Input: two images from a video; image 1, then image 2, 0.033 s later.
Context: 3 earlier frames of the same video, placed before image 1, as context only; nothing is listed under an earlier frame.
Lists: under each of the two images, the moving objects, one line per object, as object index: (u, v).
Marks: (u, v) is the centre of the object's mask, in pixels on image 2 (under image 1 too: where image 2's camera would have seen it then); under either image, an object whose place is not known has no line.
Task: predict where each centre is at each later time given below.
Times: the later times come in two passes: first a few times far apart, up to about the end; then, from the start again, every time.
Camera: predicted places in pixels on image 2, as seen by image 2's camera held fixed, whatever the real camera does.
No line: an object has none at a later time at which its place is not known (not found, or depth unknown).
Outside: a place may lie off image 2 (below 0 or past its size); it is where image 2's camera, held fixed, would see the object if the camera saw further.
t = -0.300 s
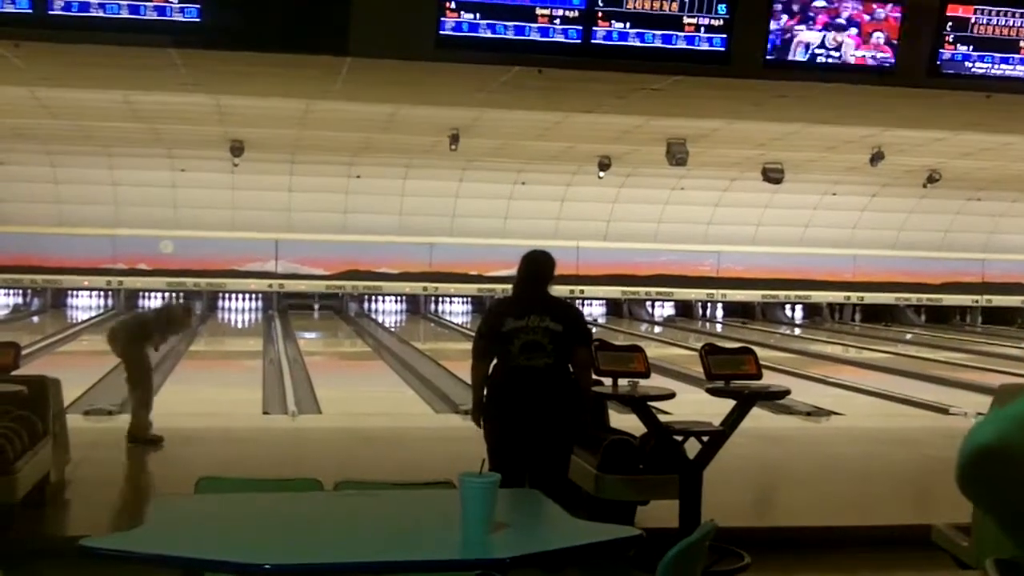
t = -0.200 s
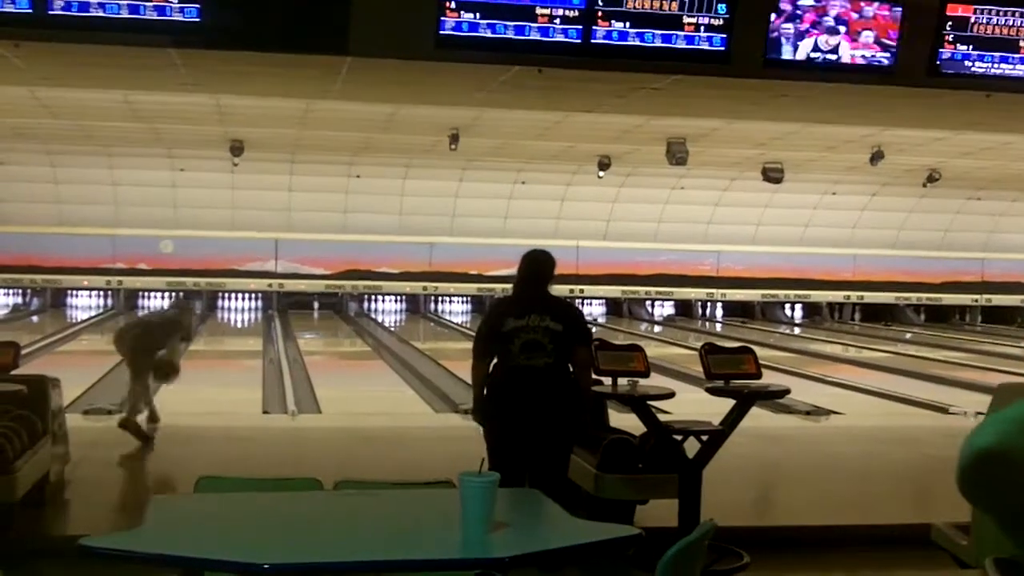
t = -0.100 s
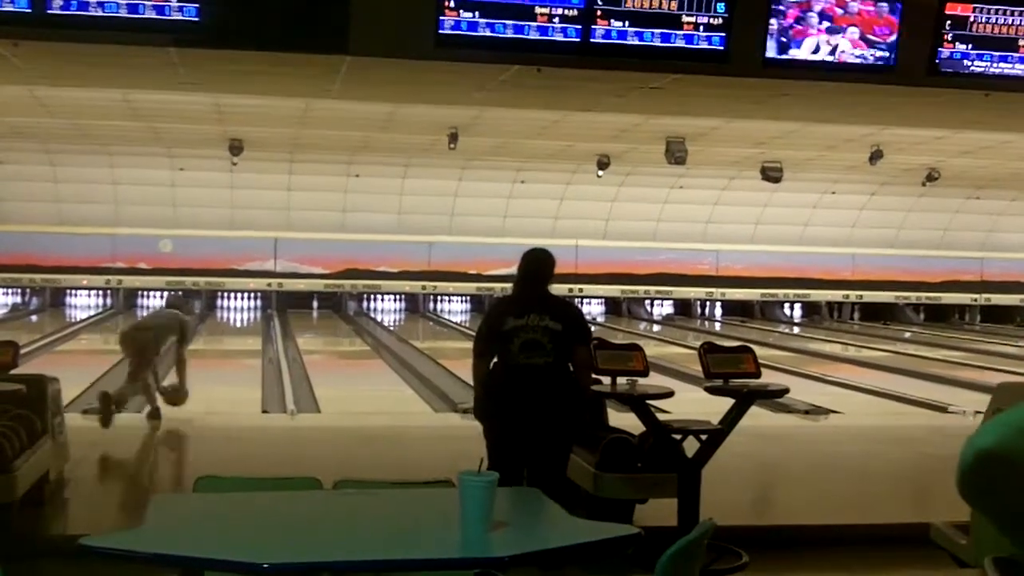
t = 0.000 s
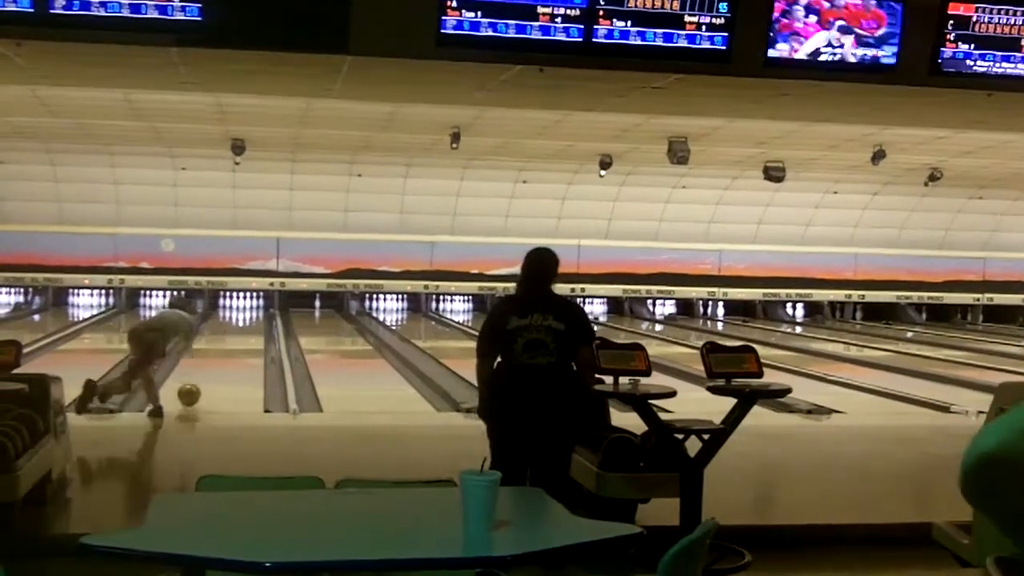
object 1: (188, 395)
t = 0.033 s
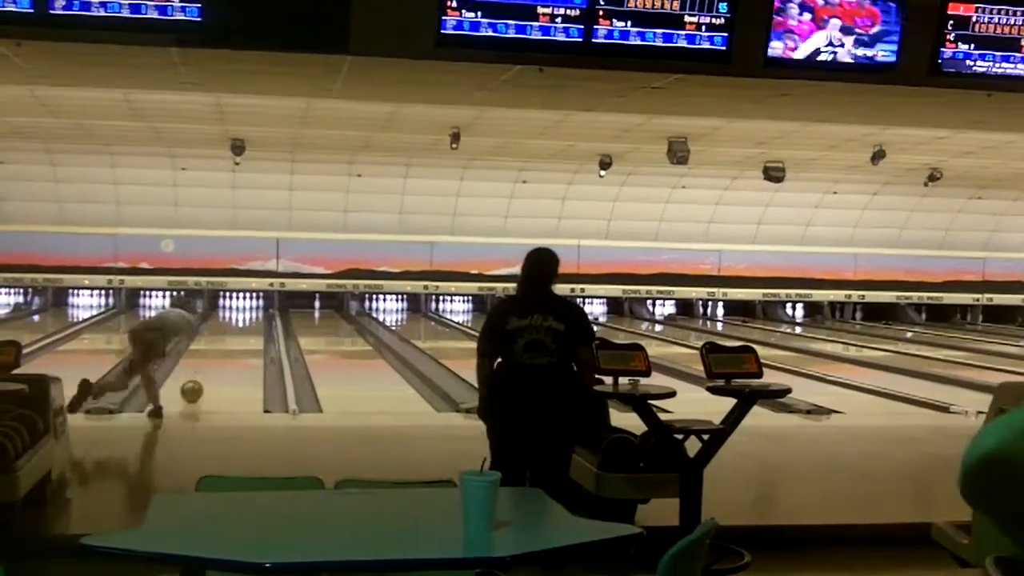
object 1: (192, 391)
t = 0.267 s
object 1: (210, 371)
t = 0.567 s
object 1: (227, 352)
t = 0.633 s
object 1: (230, 349)
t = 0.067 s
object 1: (195, 388)
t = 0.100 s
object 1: (198, 384)
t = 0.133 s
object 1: (200, 381)
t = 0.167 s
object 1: (203, 379)
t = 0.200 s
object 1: (206, 376)
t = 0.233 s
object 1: (208, 373)
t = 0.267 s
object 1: (210, 371)
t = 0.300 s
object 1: (213, 368)
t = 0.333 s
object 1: (215, 366)
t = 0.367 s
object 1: (217, 365)
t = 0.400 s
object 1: (219, 363)
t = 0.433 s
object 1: (221, 359)
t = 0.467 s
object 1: (223, 357)
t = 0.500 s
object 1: (224, 356)
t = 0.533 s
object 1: (226, 354)
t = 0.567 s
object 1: (227, 352)
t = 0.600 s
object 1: (229, 351)
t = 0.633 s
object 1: (230, 349)
